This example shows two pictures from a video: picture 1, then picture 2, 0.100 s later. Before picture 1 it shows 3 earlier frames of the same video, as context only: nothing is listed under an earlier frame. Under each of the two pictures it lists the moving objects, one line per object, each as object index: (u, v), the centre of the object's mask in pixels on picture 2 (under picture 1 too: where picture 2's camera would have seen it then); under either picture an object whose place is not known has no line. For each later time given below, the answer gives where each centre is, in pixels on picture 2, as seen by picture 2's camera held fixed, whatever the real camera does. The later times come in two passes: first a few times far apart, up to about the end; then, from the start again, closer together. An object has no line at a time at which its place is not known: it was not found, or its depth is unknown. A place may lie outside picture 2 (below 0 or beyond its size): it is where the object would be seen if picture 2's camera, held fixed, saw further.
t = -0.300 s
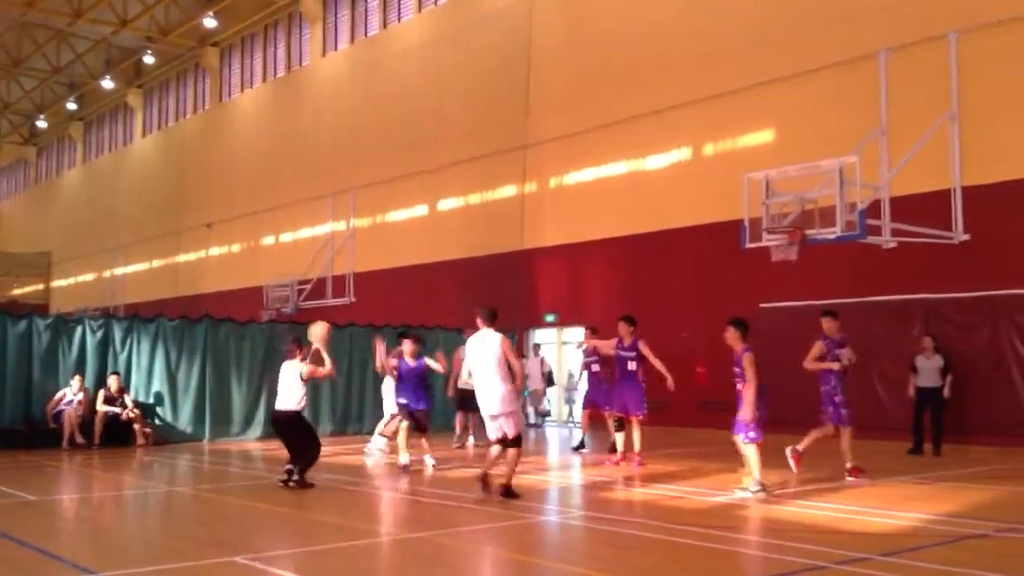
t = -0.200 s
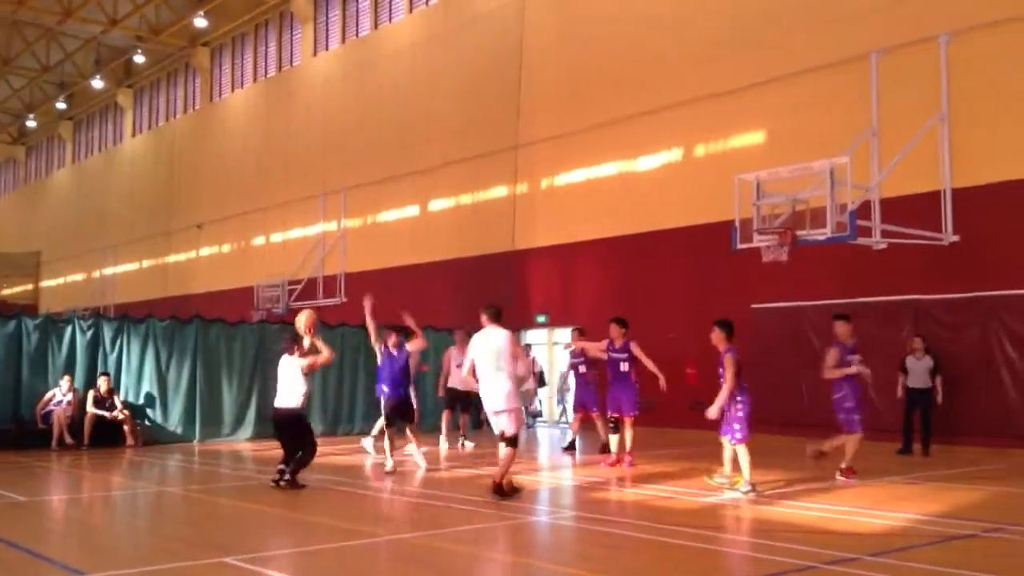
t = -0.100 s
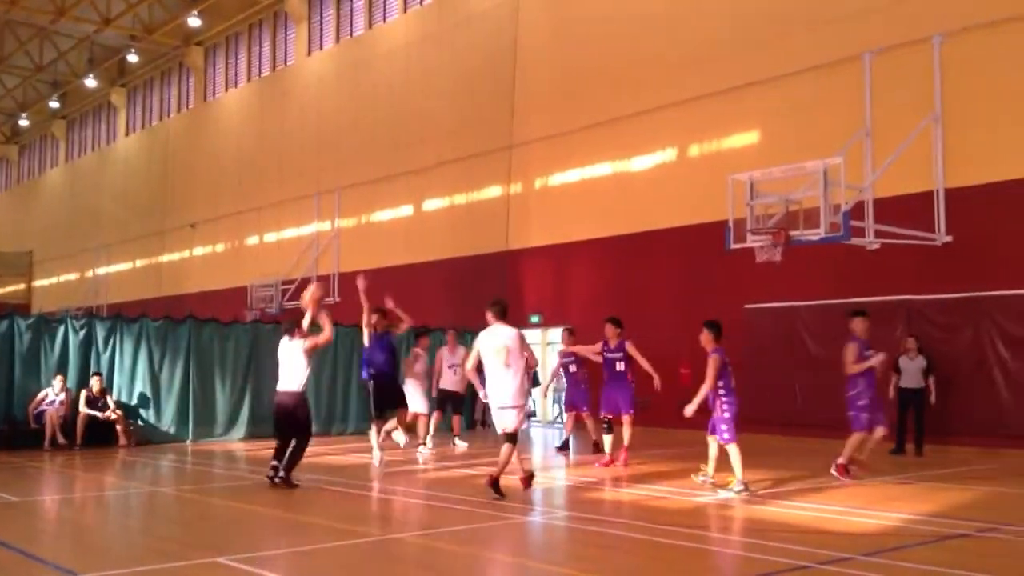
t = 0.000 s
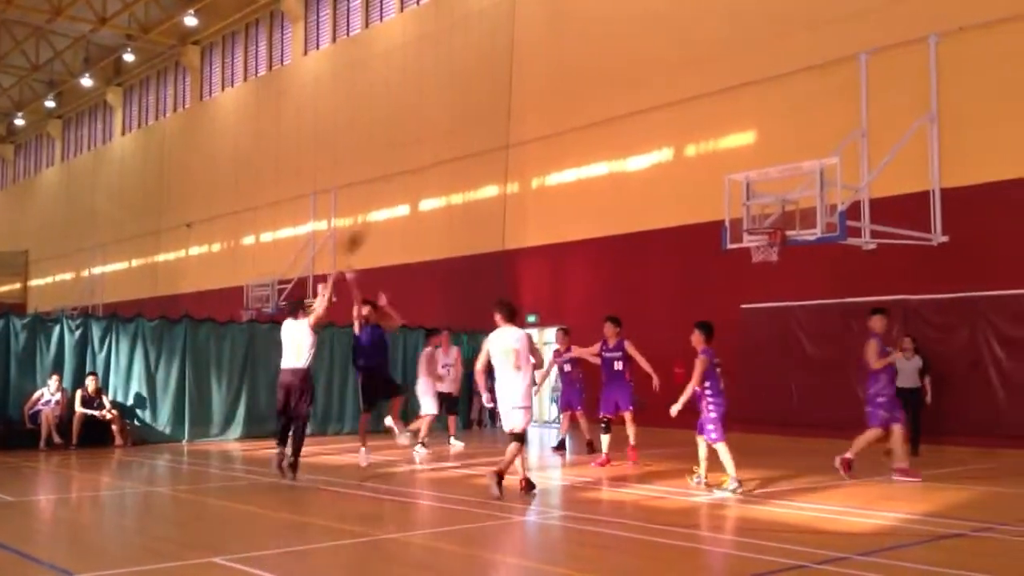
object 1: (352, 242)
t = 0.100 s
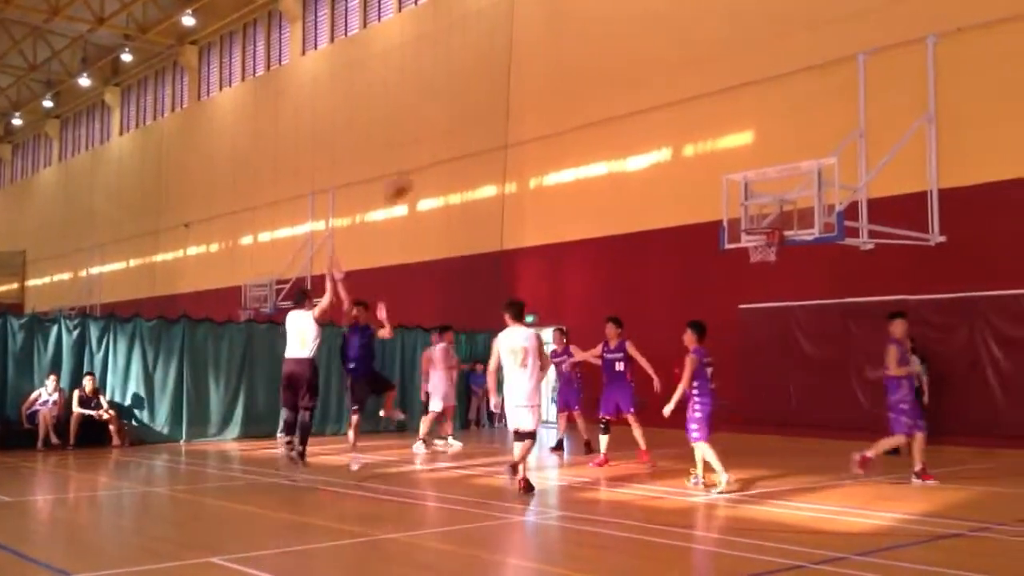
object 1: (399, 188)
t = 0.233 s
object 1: (456, 138)
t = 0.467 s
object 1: (548, 92)
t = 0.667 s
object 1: (616, 91)
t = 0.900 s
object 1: (689, 126)
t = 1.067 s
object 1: (736, 172)
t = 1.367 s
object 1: (749, 172)
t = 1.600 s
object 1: (711, 130)
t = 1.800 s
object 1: (681, 125)
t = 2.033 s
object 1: (648, 154)
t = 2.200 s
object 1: (624, 197)
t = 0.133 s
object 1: (413, 174)
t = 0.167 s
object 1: (428, 159)
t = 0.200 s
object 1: (442, 148)
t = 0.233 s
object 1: (456, 138)
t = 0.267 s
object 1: (471, 127)
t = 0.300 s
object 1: (484, 119)
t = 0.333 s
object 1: (498, 113)
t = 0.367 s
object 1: (512, 105)
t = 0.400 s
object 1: (523, 101)
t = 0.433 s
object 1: (535, 95)
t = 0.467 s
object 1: (548, 92)
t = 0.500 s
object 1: (559, 90)
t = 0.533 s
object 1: (571, 89)
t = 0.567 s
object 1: (582, 89)
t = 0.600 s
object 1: (594, 89)
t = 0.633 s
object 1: (605, 89)
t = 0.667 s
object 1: (616, 91)
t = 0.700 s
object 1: (627, 94)
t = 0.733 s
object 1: (638, 97)
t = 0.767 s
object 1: (648, 102)
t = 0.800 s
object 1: (659, 107)
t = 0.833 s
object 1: (669, 112)
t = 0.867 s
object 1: (680, 119)
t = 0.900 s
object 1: (689, 126)
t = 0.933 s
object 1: (699, 133)
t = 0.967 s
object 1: (708, 143)
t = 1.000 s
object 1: (718, 152)
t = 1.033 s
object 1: (727, 162)
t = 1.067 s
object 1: (736, 172)
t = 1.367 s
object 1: (749, 172)
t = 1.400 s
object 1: (743, 163)
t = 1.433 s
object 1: (737, 155)
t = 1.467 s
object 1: (732, 149)
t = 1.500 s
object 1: (727, 144)
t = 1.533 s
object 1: (721, 137)
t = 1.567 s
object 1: (716, 133)
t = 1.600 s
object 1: (711, 130)
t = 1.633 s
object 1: (706, 127)
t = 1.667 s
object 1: (701, 125)
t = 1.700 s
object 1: (696, 124)
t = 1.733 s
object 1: (692, 124)
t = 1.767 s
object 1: (686, 124)
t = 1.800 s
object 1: (681, 125)
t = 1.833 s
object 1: (676, 127)
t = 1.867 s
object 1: (671, 130)
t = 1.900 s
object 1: (667, 133)
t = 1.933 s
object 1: (662, 138)
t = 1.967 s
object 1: (657, 142)
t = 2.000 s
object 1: (653, 147)
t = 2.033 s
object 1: (648, 154)
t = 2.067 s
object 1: (643, 162)
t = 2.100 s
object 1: (638, 170)
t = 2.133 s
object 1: (633, 179)
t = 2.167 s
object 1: (628, 188)
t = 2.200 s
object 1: (624, 197)
